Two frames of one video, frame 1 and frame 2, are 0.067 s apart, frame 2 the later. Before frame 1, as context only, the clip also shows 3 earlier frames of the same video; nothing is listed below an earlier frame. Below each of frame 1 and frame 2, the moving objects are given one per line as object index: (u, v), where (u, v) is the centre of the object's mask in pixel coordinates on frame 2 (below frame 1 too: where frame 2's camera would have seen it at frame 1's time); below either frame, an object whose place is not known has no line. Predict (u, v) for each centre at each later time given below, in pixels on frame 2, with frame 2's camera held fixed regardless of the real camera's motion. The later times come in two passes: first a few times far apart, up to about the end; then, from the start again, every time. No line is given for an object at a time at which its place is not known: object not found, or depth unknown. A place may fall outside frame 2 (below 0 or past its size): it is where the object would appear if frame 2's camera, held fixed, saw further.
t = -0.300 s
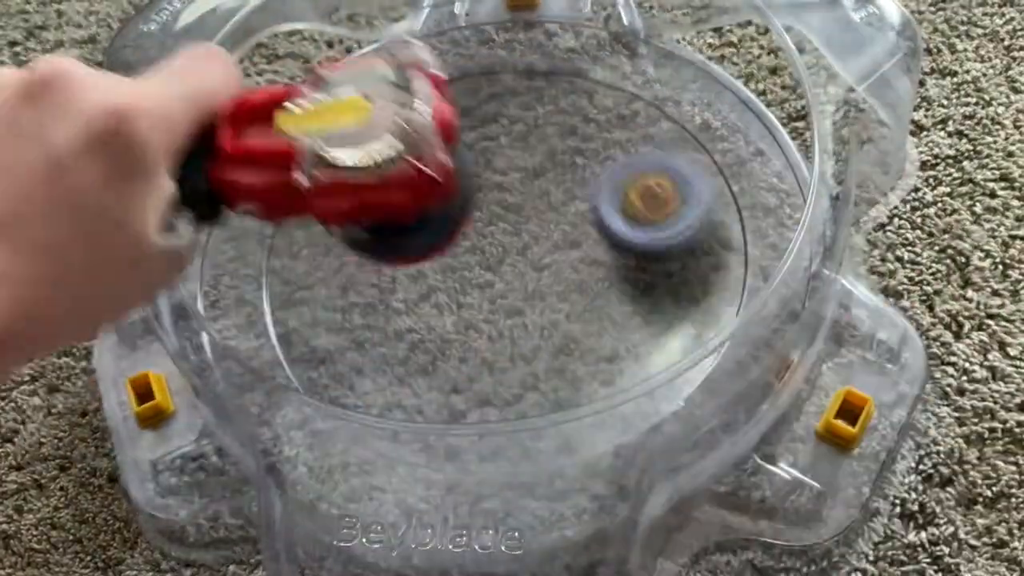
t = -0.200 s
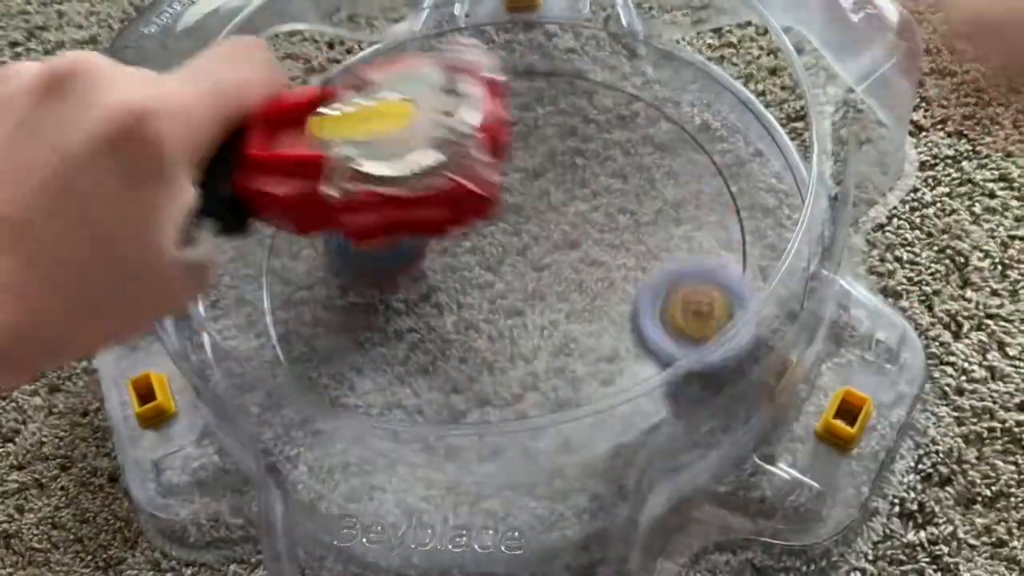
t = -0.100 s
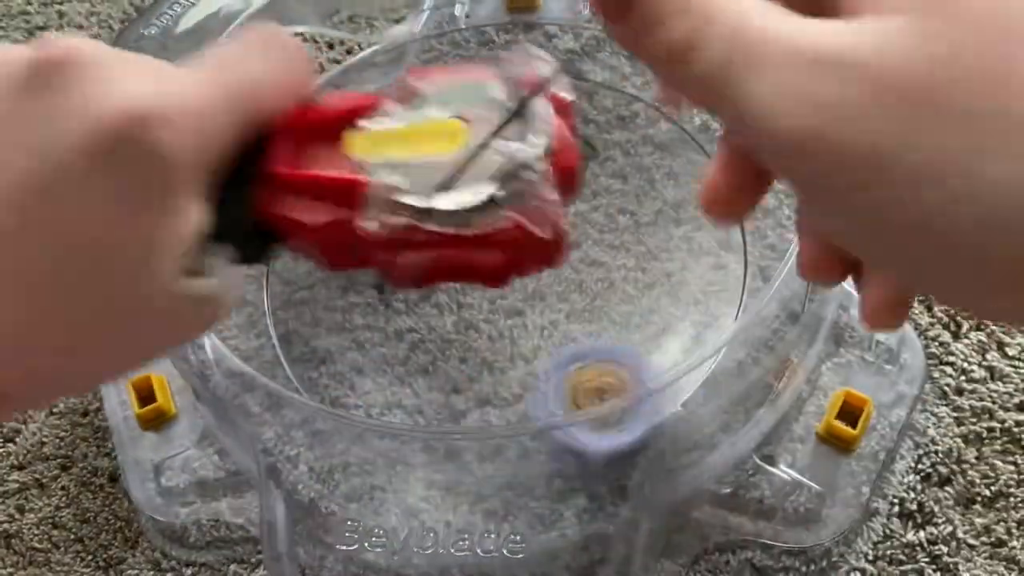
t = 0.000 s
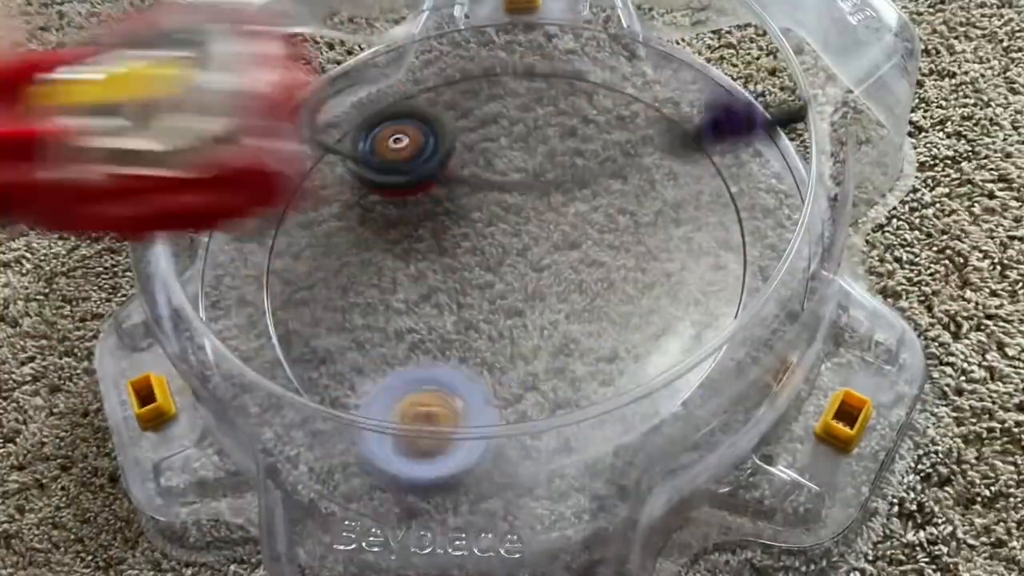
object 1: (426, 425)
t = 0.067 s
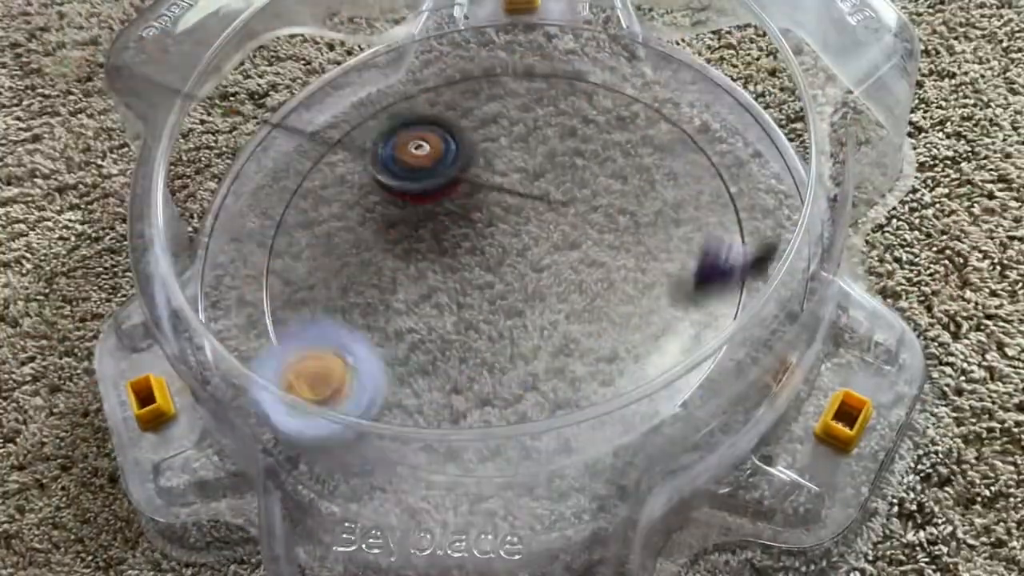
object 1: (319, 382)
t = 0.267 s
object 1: (362, 96)
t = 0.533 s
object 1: (750, 264)
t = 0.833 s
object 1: (676, 322)
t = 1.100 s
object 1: (435, 325)
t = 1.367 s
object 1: (449, 104)
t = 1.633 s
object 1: (659, 101)
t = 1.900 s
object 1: (607, 350)
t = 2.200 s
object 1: (277, 211)
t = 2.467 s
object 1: (547, 55)
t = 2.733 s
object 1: (686, 371)
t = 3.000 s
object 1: (266, 219)
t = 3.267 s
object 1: (523, 70)
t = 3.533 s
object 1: (600, 264)
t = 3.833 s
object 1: (383, 352)
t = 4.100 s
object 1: (364, 224)
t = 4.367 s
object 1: (539, 192)
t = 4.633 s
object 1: (607, 294)
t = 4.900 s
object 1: (493, 353)
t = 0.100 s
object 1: (286, 336)
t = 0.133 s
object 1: (263, 288)
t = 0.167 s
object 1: (265, 235)
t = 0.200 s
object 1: (280, 184)
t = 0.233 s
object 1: (312, 137)
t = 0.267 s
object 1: (362, 96)
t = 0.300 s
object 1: (424, 65)
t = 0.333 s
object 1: (496, 52)
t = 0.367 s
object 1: (564, 53)
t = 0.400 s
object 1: (634, 77)
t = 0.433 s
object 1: (697, 121)
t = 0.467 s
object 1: (731, 182)
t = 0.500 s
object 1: (730, 255)
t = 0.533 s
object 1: (750, 264)
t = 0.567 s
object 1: (755, 259)
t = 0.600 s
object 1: (759, 266)
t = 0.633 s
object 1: (758, 271)
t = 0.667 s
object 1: (754, 275)
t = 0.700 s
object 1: (747, 278)
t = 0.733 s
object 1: (737, 288)
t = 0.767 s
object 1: (726, 297)
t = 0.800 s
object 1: (705, 309)
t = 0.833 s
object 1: (676, 322)
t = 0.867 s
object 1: (653, 336)
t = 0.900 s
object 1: (624, 348)
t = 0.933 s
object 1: (589, 361)
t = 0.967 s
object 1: (558, 367)
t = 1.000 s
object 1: (525, 369)
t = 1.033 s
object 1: (492, 361)
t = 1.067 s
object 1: (461, 346)
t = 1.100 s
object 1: (435, 325)
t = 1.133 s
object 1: (414, 299)
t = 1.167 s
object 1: (400, 272)
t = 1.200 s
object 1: (393, 239)
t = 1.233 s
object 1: (394, 206)
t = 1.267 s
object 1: (400, 176)
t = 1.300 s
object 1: (411, 148)
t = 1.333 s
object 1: (429, 123)
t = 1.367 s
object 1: (449, 104)
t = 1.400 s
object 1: (473, 89)
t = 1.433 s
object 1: (496, 78)
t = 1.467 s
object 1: (523, 71)
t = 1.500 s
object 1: (548, 68)
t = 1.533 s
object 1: (575, 69)
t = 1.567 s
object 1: (603, 74)
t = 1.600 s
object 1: (629, 86)
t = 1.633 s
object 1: (659, 101)
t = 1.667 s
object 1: (685, 121)
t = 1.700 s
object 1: (702, 151)
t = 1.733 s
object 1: (713, 184)
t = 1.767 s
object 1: (715, 220)
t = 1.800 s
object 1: (705, 258)
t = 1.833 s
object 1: (680, 294)
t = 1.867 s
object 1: (651, 325)
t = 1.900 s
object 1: (607, 350)
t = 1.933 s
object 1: (558, 367)
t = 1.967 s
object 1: (509, 377)
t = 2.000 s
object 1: (458, 378)
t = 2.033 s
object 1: (411, 369)
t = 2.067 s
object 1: (365, 350)
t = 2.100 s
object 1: (330, 327)
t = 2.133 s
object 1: (303, 289)
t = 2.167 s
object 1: (285, 252)
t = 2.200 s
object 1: (277, 211)
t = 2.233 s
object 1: (283, 173)
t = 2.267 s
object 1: (304, 143)
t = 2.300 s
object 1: (337, 115)
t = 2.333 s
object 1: (374, 88)
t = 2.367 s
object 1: (417, 70)
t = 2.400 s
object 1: (459, 57)
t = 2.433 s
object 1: (503, 54)
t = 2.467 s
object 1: (547, 55)
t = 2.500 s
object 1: (593, 65)
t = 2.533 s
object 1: (638, 81)
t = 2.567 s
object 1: (677, 111)
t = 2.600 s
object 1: (709, 152)
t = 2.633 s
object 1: (734, 200)
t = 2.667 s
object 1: (728, 250)
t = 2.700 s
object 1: (703, 300)
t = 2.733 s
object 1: (686, 371)
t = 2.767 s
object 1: (616, 414)
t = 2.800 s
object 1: (537, 444)
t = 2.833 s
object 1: (454, 448)
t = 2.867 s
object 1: (370, 428)
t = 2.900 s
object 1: (312, 386)
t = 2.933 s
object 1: (278, 330)
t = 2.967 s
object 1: (259, 275)
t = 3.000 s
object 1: (266, 219)
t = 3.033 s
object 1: (290, 169)
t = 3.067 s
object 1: (323, 129)
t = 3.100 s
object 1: (359, 102)
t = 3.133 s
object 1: (398, 80)
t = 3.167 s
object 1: (433, 67)
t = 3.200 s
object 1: (463, 62)
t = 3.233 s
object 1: (497, 63)
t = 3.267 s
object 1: (523, 70)
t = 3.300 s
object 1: (550, 85)
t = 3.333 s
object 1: (571, 102)
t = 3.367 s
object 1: (590, 125)
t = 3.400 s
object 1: (602, 152)
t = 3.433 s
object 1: (610, 181)
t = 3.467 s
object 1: (613, 209)
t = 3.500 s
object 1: (609, 236)
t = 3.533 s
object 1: (600, 264)
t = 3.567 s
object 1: (586, 289)
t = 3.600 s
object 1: (568, 311)
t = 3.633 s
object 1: (543, 333)
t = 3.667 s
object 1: (517, 348)
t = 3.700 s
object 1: (489, 357)
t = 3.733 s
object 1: (462, 363)
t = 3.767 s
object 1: (434, 363)
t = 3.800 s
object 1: (406, 360)
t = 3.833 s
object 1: (383, 352)
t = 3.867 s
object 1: (364, 342)
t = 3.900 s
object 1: (350, 329)
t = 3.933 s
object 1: (341, 314)
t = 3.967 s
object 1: (336, 297)
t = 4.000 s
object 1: (334, 279)
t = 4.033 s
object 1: (339, 259)
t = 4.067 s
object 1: (348, 241)
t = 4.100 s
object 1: (364, 224)
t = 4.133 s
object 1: (383, 209)
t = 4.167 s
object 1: (406, 199)
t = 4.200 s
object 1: (431, 191)
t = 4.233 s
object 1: (454, 185)
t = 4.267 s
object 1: (479, 183)
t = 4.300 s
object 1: (500, 183)
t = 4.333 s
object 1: (520, 186)
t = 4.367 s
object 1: (539, 192)
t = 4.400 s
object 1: (555, 202)
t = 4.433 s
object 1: (570, 213)
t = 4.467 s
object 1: (583, 227)
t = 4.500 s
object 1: (594, 240)
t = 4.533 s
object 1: (602, 255)
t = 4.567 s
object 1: (607, 268)
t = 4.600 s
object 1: (608, 282)
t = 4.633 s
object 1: (607, 294)
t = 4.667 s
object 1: (604, 308)
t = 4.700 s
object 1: (599, 320)
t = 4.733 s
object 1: (589, 333)
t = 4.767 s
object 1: (576, 344)
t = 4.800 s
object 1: (559, 353)
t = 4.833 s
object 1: (539, 358)
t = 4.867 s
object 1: (516, 359)
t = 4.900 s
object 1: (493, 353)
